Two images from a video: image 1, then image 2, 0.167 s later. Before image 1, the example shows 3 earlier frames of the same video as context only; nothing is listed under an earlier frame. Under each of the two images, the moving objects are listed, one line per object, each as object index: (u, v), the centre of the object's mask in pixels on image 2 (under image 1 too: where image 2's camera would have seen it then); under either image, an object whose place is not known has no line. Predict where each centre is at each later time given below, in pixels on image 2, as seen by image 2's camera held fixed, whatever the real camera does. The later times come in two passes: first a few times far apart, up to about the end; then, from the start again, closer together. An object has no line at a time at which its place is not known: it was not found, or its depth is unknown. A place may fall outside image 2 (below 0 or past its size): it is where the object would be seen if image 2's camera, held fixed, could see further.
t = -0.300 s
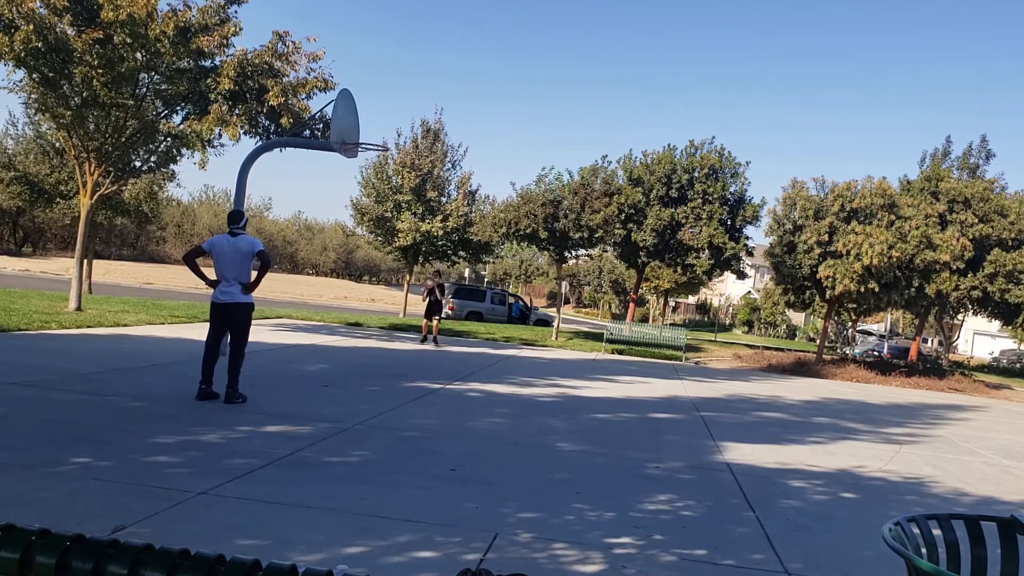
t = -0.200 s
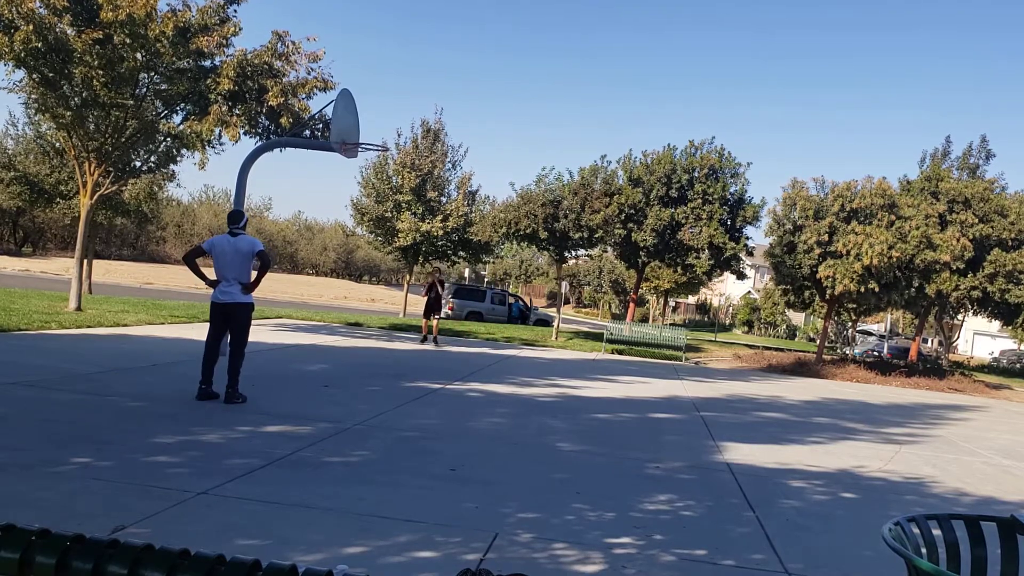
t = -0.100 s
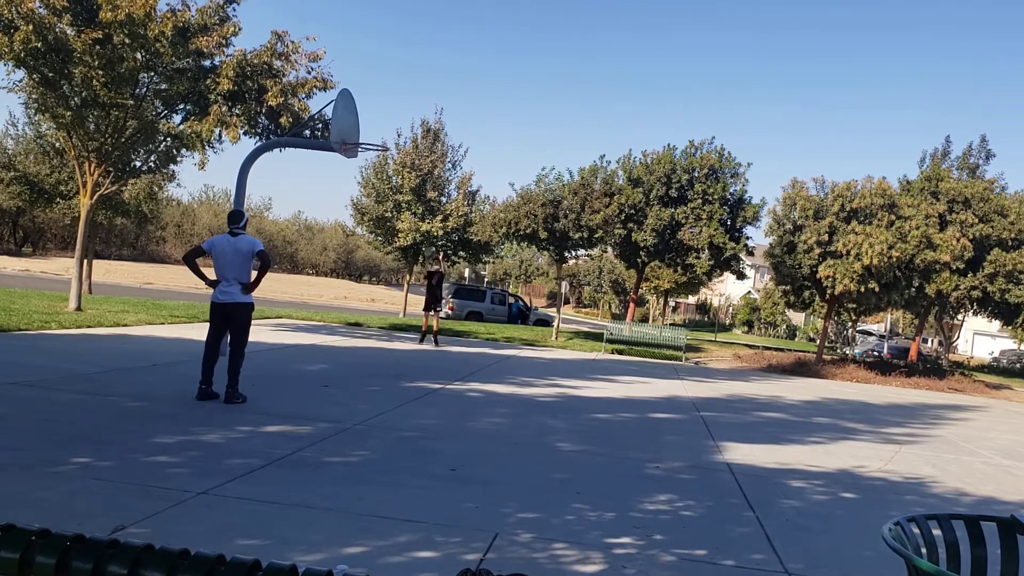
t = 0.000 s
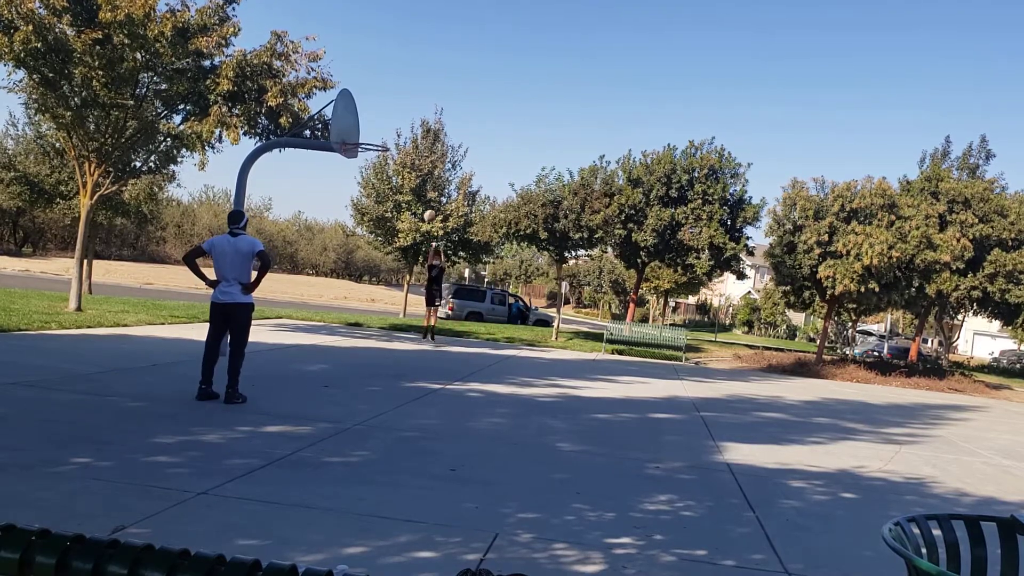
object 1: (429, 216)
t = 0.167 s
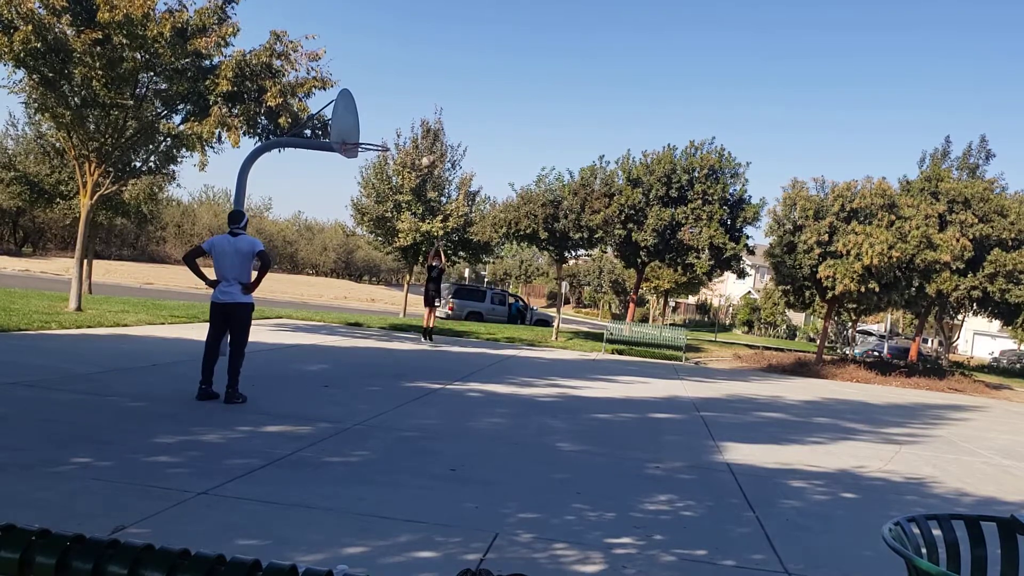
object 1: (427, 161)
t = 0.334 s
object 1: (425, 119)
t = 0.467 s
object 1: (422, 92)
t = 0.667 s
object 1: (413, 69)
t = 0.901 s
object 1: (399, 72)
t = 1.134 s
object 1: (378, 113)
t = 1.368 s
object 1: (365, 158)
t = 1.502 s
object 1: (346, 178)
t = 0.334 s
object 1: (425, 119)
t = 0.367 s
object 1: (425, 111)
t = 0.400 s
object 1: (424, 104)
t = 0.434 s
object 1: (423, 98)
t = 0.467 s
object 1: (422, 92)
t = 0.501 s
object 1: (420, 87)
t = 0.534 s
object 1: (419, 82)
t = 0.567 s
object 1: (418, 78)
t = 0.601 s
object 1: (417, 75)
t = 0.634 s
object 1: (415, 72)
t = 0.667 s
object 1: (413, 69)
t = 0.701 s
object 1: (412, 68)
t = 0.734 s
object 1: (410, 67)
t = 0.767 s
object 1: (408, 66)
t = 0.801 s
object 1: (406, 66)
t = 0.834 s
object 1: (404, 68)
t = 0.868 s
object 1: (402, 69)
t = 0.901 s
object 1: (399, 72)
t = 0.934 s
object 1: (397, 75)
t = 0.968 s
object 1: (394, 79)
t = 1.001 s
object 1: (391, 84)
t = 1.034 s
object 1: (388, 90)
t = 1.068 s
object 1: (385, 97)
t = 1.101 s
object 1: (382, 105)
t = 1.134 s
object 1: (378, 113)
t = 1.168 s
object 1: (375, 123)
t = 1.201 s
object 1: (371, 133)
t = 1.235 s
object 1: (368, 143)
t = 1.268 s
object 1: (372, 148)
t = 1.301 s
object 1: (373, 152)
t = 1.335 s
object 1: (368, 154)
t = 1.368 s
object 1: (365, 158)
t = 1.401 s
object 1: (360, 161)
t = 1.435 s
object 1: (355, 166)
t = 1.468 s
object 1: (351, 171)
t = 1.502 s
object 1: (346, 178)
